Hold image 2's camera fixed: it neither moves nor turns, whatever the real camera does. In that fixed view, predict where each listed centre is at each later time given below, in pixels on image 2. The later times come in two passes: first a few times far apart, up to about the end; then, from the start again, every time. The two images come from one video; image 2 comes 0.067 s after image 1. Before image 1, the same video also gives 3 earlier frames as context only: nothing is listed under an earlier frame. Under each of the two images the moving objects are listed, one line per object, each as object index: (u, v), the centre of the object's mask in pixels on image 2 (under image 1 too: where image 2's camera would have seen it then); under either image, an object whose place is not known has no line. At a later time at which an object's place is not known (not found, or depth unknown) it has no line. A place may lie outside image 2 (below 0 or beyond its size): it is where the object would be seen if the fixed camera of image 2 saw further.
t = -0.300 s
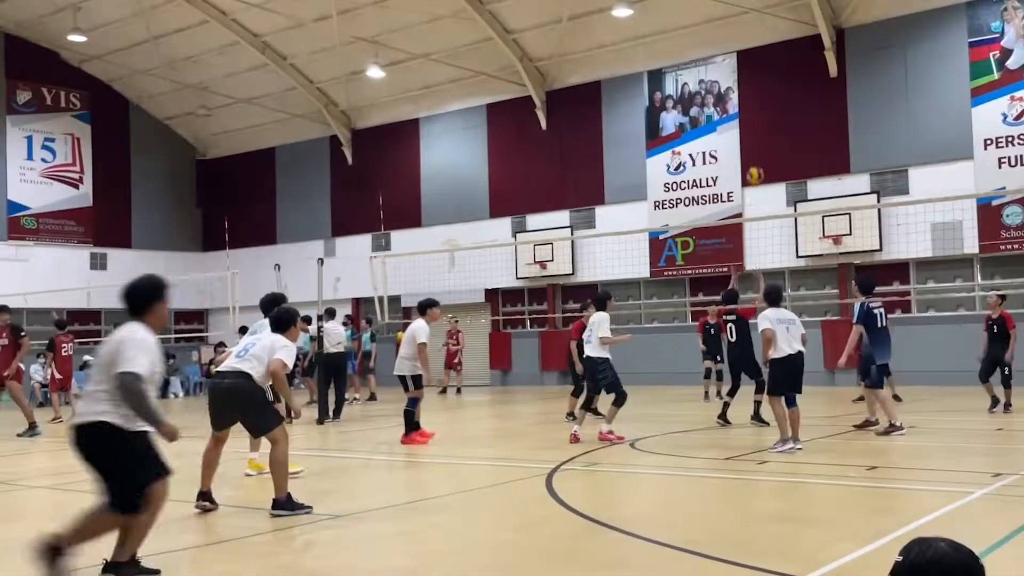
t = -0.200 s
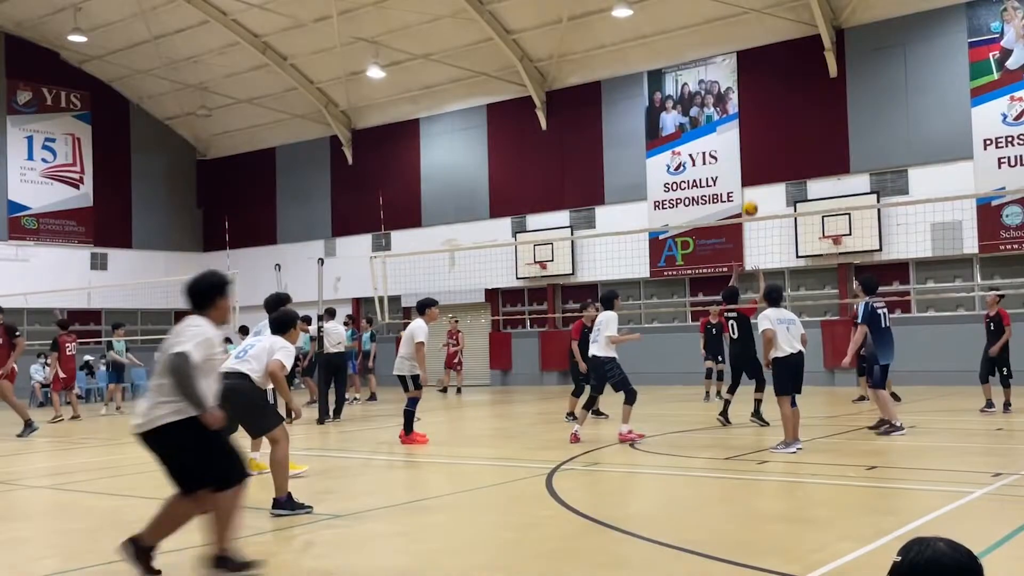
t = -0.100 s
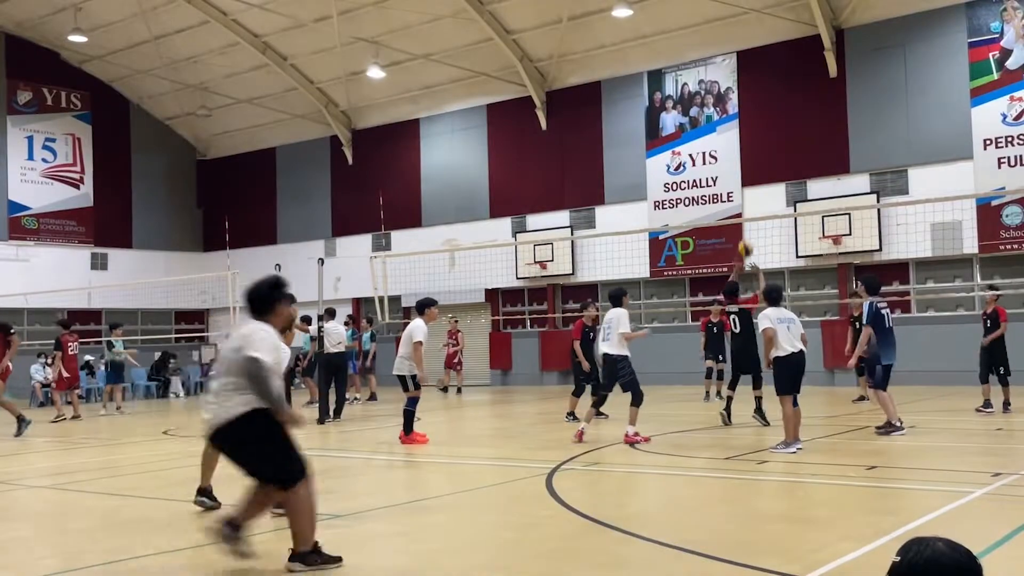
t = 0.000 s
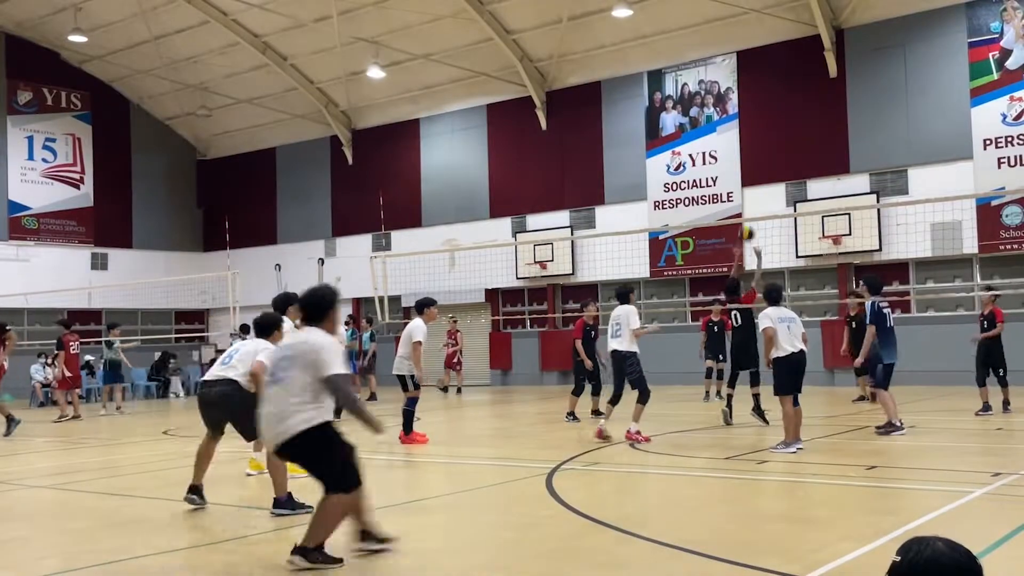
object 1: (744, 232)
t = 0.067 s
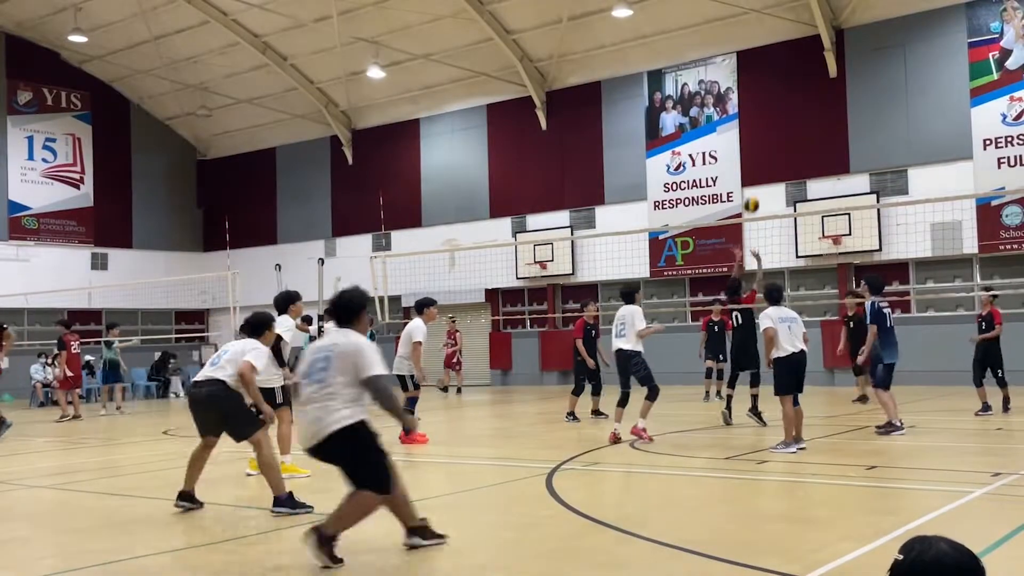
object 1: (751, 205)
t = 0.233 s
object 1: (762, 148)
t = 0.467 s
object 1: (782, 104)
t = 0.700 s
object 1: (802, 105)
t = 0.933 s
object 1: (825, 152)
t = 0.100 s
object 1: (754, 190)
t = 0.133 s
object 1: (756, 178)
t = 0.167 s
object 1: (758, 167)
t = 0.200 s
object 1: (759, 157)
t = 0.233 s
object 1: (762, 148)
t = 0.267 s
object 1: (765, 139)
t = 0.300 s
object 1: (769, 131)
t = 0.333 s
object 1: (771, 124)
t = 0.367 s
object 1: (774, 118)
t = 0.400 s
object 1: (776, 113)
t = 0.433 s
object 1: (780, 108)
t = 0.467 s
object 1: (782, 104)
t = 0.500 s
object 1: (784, 101)
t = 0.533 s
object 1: (787, 100)
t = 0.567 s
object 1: (790, 100)
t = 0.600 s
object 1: (793, 99)
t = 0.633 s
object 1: (796, 100)
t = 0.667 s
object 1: (798, 103)
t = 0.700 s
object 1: (802, 105)
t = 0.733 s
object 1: (805, 109)
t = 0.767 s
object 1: (809, 114)
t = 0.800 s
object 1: (812, 120)
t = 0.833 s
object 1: (815, 126)
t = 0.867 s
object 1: (819, 134)
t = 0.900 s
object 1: (822, 143)
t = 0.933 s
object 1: (825, 152)
